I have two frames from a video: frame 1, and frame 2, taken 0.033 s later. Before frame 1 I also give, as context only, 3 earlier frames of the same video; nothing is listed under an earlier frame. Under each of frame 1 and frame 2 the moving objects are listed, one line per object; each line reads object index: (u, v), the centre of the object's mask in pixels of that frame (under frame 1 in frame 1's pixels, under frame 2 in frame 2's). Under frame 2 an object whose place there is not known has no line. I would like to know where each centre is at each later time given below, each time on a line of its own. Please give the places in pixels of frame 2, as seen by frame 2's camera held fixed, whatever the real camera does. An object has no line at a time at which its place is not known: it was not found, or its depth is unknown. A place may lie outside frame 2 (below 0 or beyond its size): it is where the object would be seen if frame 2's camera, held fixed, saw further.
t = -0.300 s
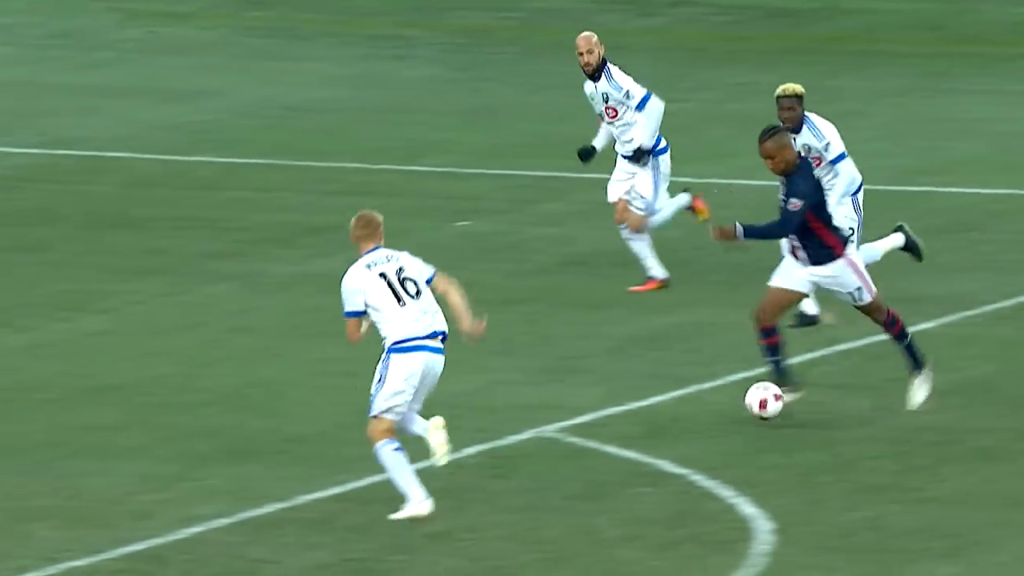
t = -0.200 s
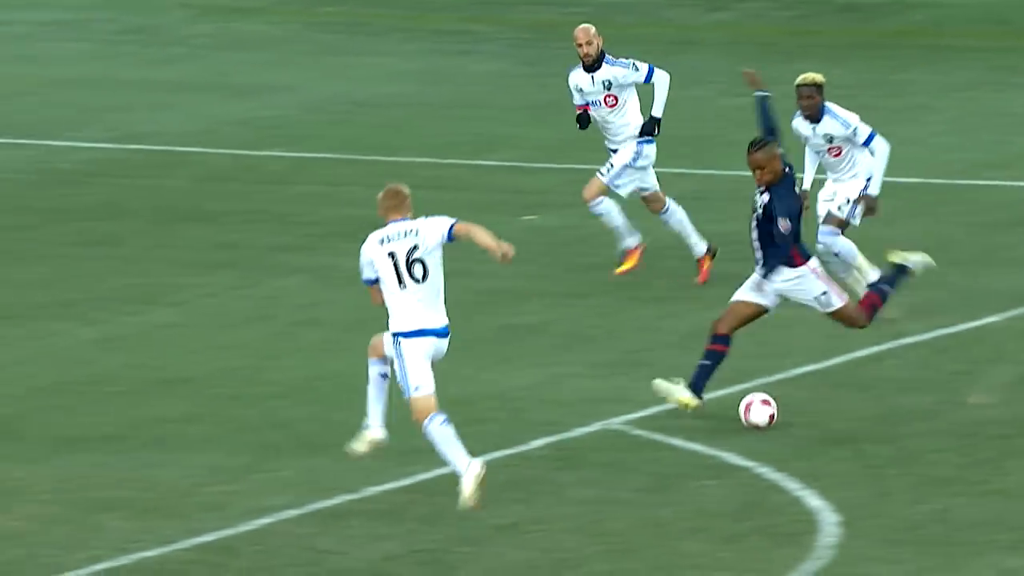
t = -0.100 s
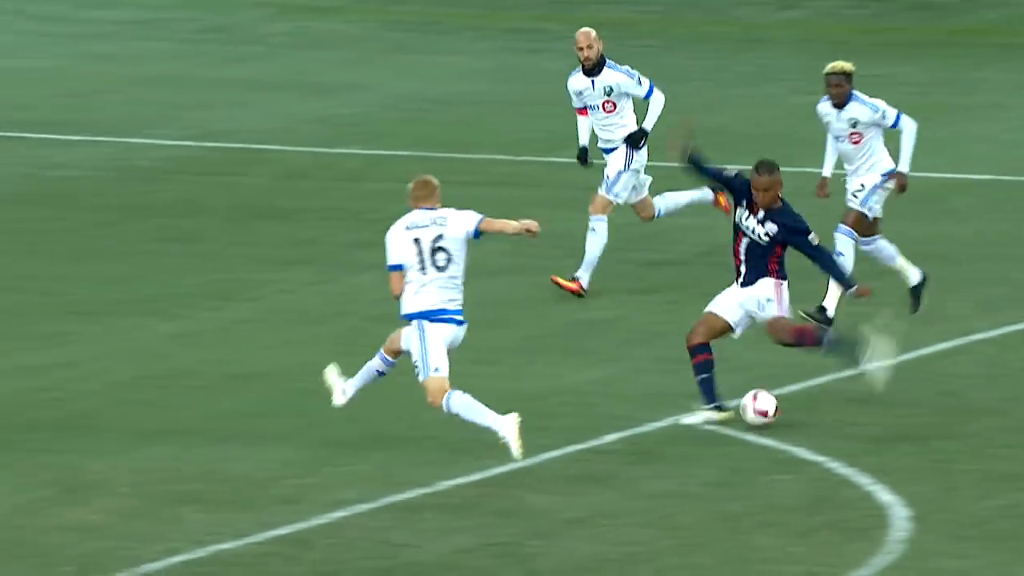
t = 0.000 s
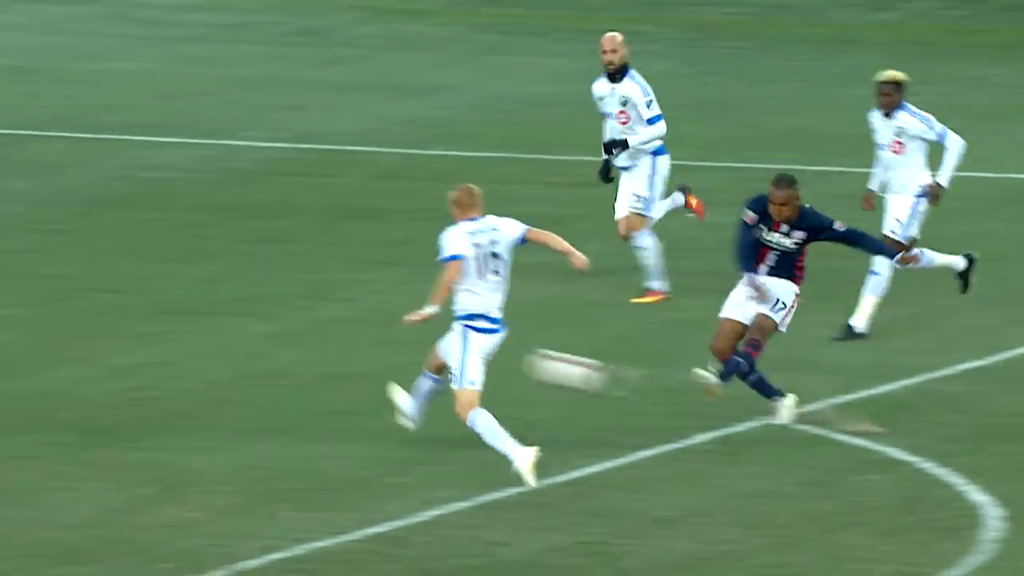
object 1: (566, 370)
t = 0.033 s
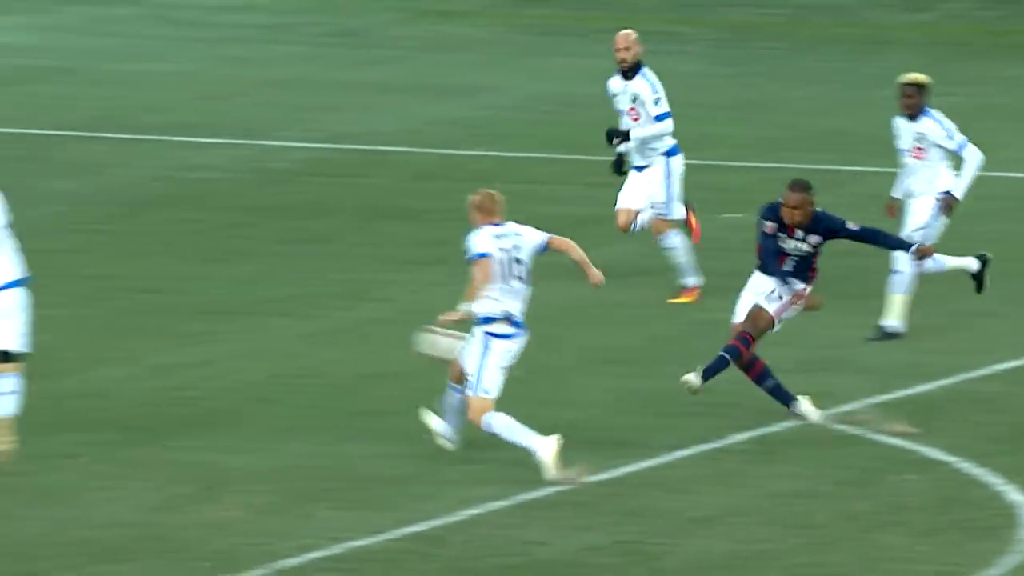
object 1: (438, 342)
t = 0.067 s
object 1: (302, 324)
